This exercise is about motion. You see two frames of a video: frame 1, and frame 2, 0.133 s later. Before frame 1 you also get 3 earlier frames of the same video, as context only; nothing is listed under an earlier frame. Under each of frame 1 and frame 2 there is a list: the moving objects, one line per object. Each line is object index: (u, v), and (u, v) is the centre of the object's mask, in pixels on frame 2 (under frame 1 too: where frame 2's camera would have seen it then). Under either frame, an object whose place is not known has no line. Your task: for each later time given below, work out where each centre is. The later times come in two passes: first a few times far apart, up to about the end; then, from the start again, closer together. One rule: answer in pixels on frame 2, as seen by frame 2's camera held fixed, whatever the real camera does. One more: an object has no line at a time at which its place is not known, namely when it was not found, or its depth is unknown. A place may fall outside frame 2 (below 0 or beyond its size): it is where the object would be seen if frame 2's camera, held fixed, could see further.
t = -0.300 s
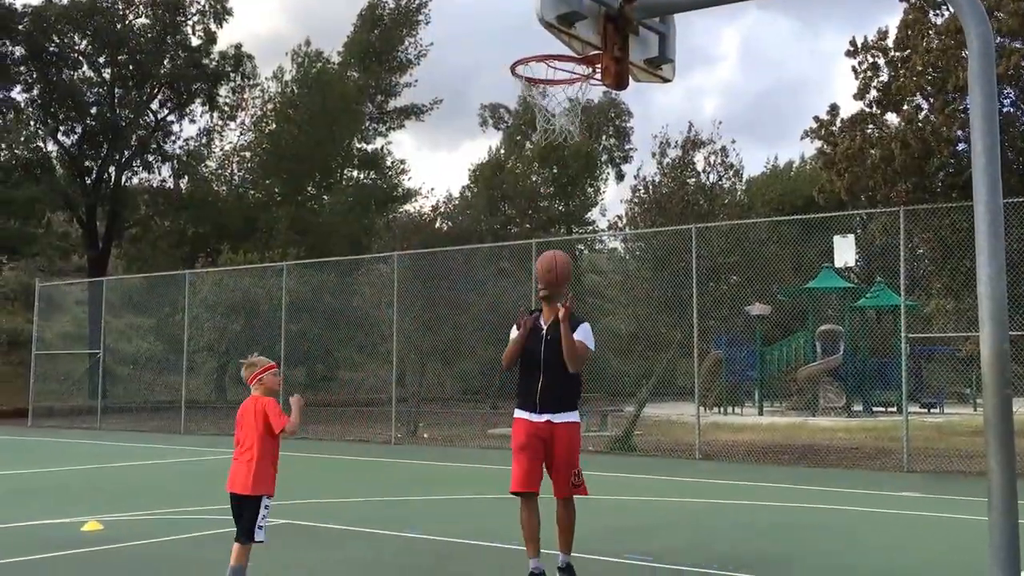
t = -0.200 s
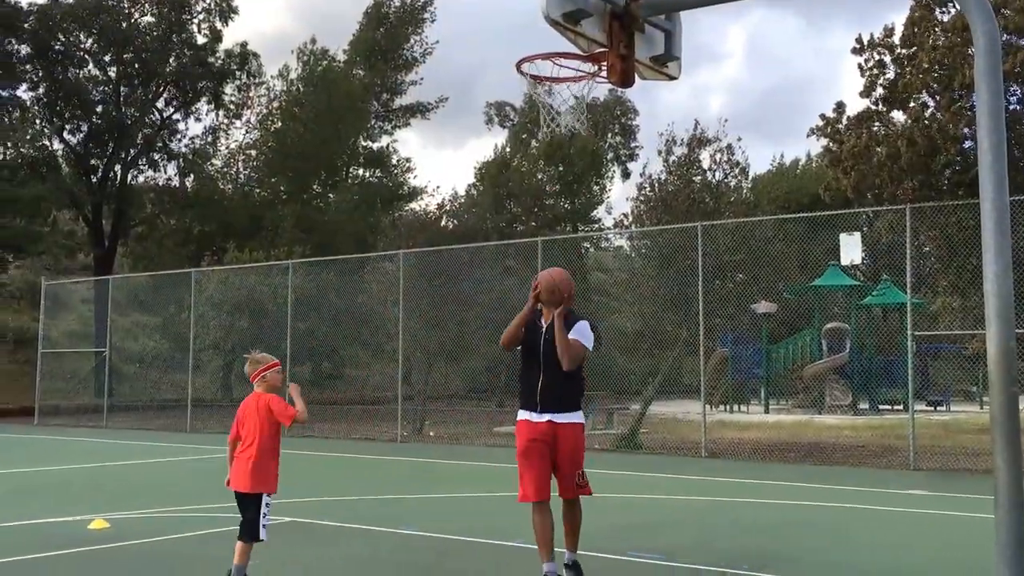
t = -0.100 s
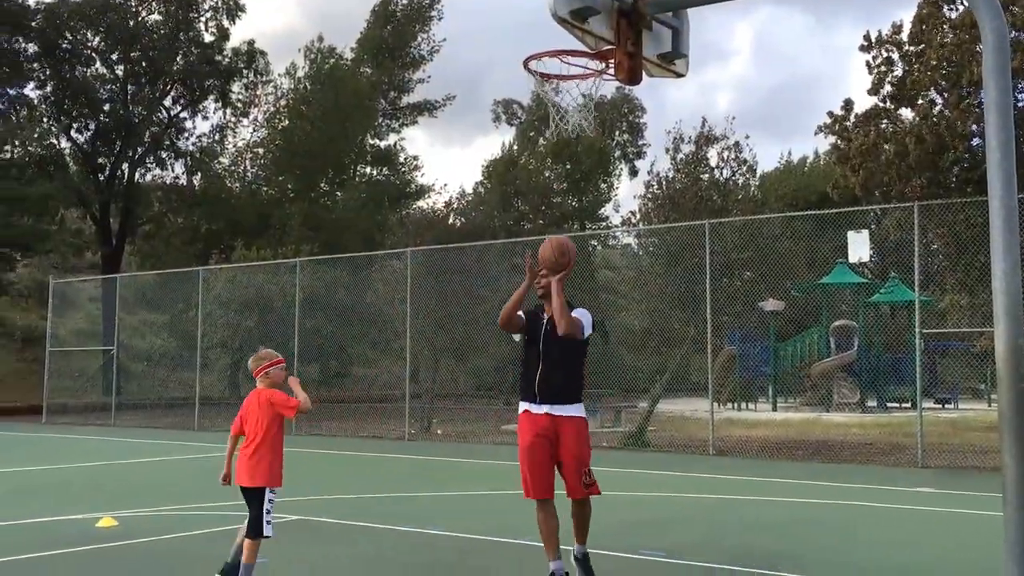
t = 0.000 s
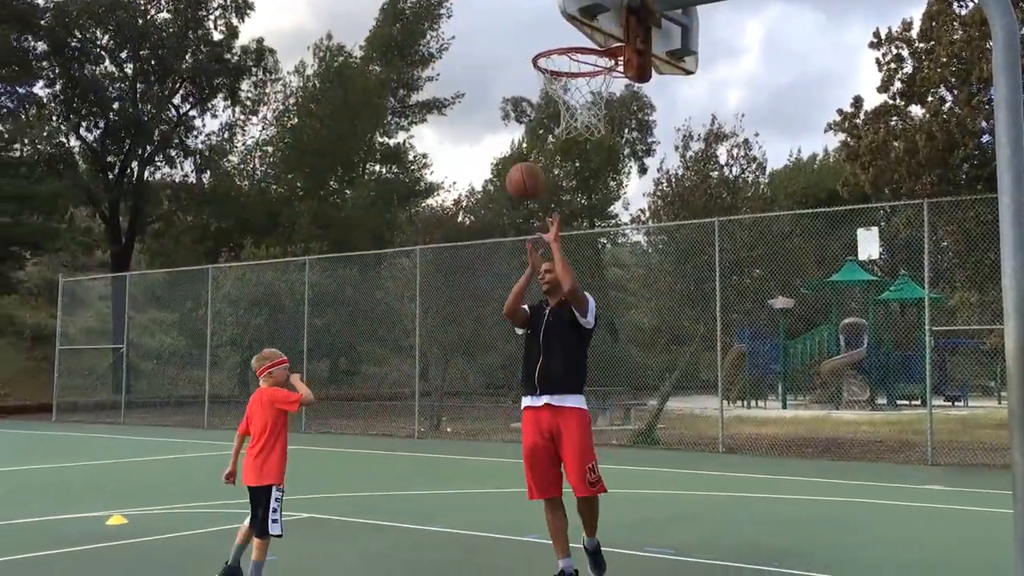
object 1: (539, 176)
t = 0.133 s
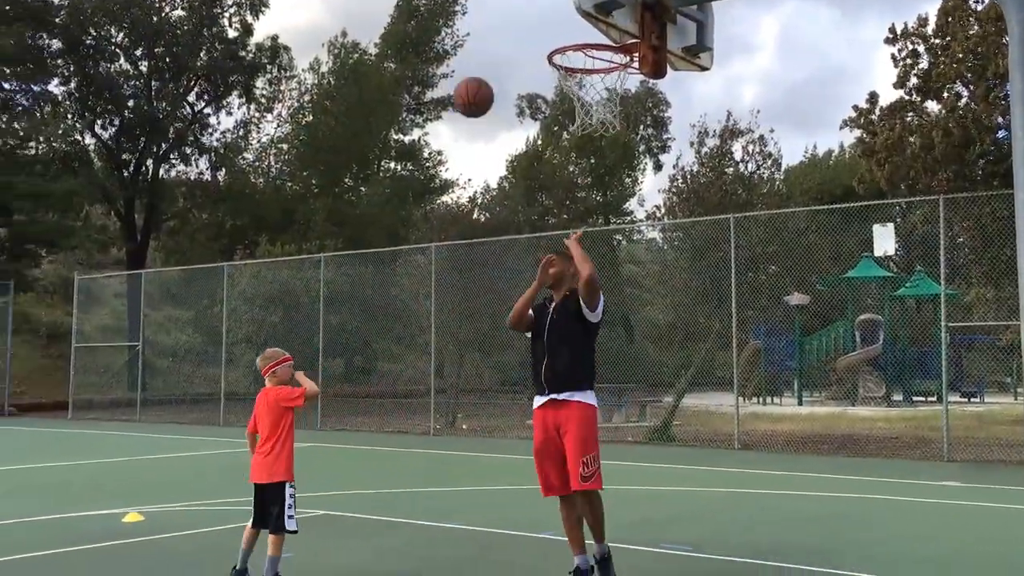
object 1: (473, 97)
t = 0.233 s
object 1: (419, 52)
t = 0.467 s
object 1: (283, 17)
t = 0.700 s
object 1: (120, 63)
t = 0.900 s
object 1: (-40, 221)
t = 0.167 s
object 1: (456, 81)
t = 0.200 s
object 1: (437, 66)
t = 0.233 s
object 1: (419, 52)
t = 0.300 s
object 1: (383, 31)
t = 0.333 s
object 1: (363, 24)
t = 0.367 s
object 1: (344, 20)
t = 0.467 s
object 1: (283, 17)
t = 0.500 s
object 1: (260, 17)
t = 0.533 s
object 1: (239, 19)
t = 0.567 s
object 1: (215, 22)
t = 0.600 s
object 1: (192, 26)
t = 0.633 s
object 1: (169, 34)
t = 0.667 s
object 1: (146, 47)
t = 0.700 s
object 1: (120, 63)
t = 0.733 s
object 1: (94, 83)
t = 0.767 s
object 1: (69, 104)
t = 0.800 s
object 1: (42, 127)
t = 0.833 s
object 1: (14, 155)
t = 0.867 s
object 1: (-12, 187)
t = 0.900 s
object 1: (-40, 221)
